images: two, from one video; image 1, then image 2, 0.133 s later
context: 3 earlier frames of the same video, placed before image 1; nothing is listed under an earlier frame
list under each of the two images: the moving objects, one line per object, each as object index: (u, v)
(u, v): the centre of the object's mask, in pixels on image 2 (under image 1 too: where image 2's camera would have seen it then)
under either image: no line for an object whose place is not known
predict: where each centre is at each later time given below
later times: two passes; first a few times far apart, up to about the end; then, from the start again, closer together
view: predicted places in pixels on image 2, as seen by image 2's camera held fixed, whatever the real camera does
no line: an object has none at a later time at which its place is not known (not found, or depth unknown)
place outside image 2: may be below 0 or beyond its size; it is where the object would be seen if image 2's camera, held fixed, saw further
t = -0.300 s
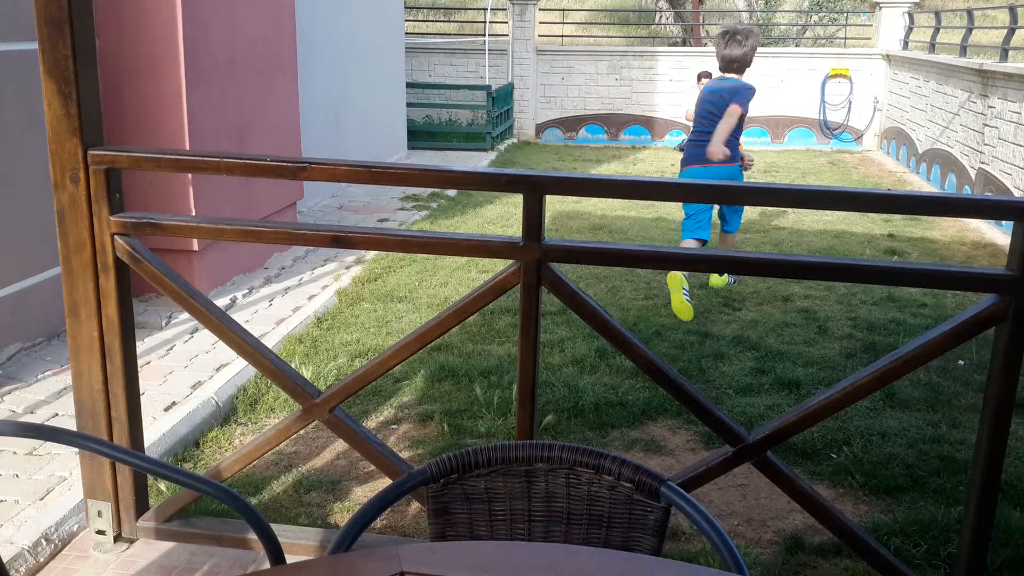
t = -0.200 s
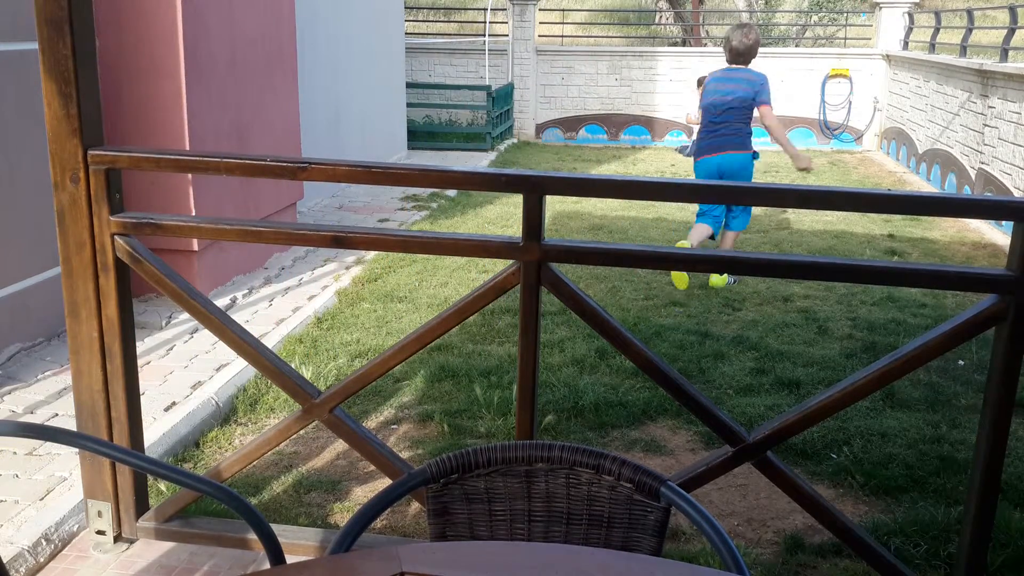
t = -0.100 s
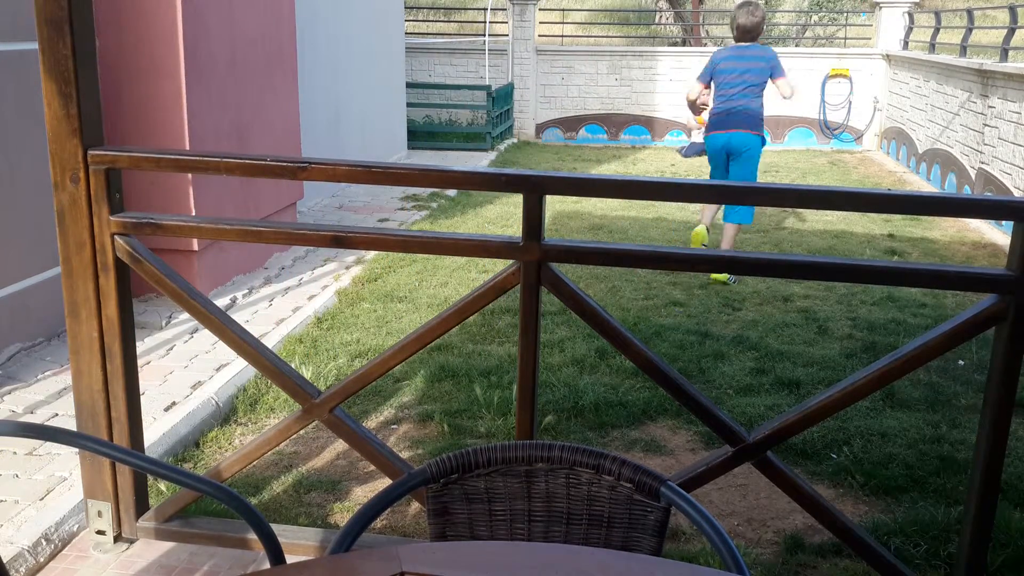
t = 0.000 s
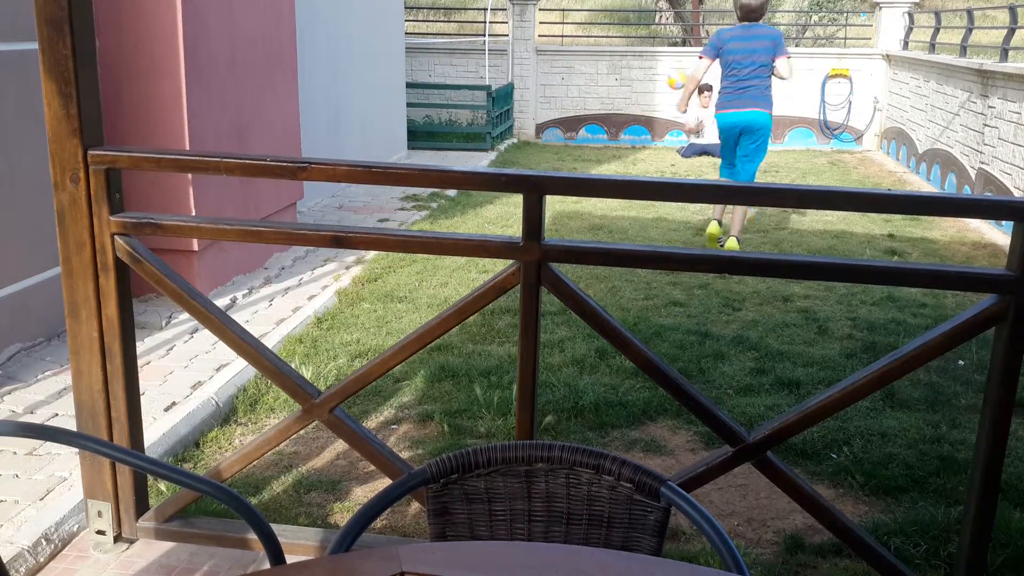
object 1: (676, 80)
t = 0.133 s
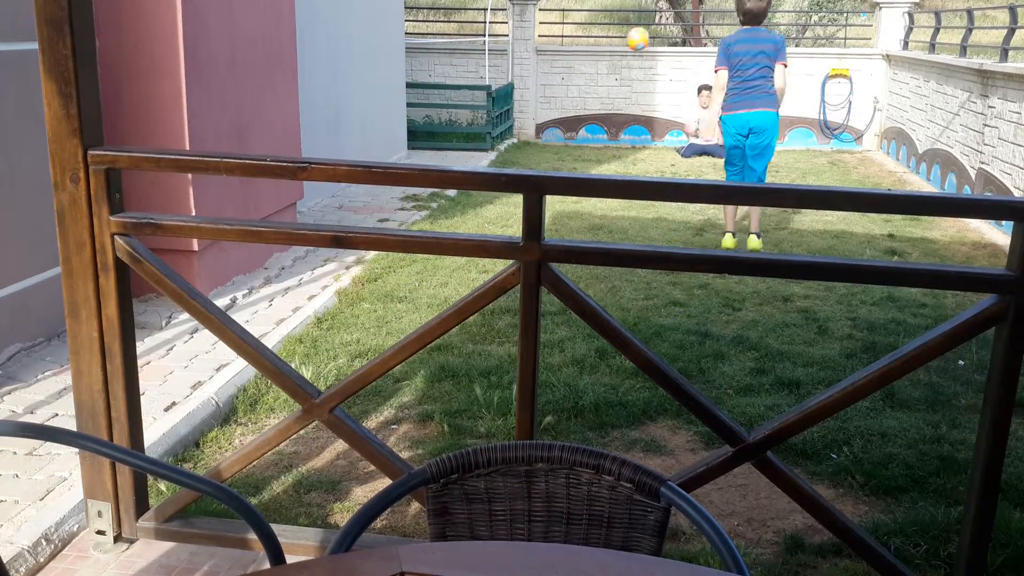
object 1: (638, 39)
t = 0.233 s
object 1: (603, 16)
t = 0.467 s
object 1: (500, 5)
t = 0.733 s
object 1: (336, 67)
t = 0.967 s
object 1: (340, 202)
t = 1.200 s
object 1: (422, 199)
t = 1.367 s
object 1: (492, 206)
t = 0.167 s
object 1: (627, 30)
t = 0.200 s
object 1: (616, 23)
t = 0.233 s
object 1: (603, 16)
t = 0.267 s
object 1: (590, 11)
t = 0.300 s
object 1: (577, 8)
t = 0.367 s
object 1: (549, 5)
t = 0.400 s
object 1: (533, 4)
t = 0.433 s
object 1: (515, 4)
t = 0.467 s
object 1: (500, 5)
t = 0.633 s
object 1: (405, 27)
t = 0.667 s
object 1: (383, 38)
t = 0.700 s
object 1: (360, 52)
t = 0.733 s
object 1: (336, 67)
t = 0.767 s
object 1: (312, 85)
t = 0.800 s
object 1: (305, 103)
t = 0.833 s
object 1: (308, 117)
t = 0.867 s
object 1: (314, 135)
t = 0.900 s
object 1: (321, 148)
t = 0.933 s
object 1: (331, 188)
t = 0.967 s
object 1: (340, 202)
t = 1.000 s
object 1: (350, 218)
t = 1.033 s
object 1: (360, 222)
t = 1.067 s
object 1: (373, 218)
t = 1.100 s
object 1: (385, 212)
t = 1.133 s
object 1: (397, 206)
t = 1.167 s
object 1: (410, 202)
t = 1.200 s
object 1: (422, 199)
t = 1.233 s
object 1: (436, 199)
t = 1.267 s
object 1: (448, 199)
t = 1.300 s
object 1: (463, 200)
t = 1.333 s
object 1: (477, 202)
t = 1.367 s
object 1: (492, 206)
